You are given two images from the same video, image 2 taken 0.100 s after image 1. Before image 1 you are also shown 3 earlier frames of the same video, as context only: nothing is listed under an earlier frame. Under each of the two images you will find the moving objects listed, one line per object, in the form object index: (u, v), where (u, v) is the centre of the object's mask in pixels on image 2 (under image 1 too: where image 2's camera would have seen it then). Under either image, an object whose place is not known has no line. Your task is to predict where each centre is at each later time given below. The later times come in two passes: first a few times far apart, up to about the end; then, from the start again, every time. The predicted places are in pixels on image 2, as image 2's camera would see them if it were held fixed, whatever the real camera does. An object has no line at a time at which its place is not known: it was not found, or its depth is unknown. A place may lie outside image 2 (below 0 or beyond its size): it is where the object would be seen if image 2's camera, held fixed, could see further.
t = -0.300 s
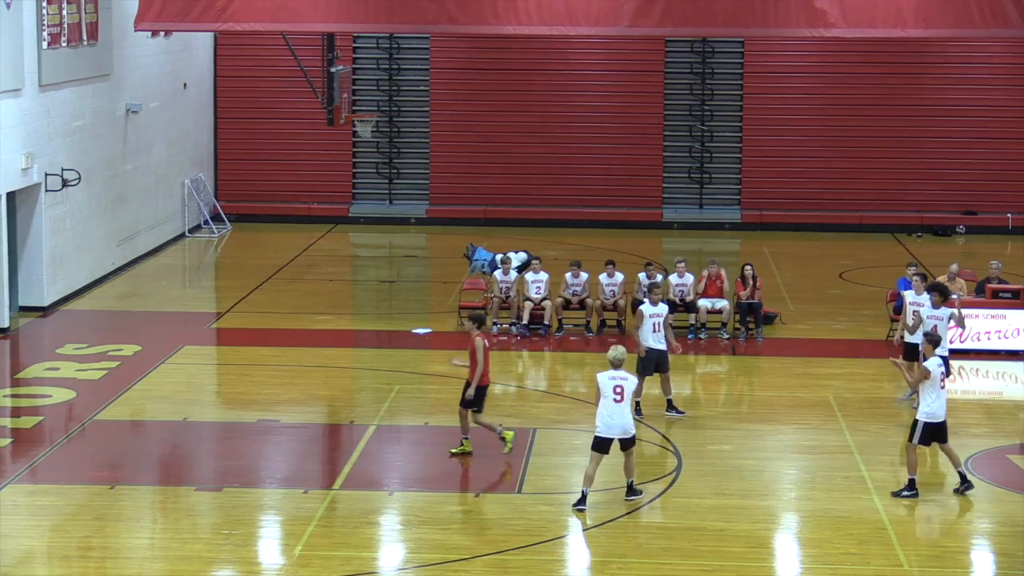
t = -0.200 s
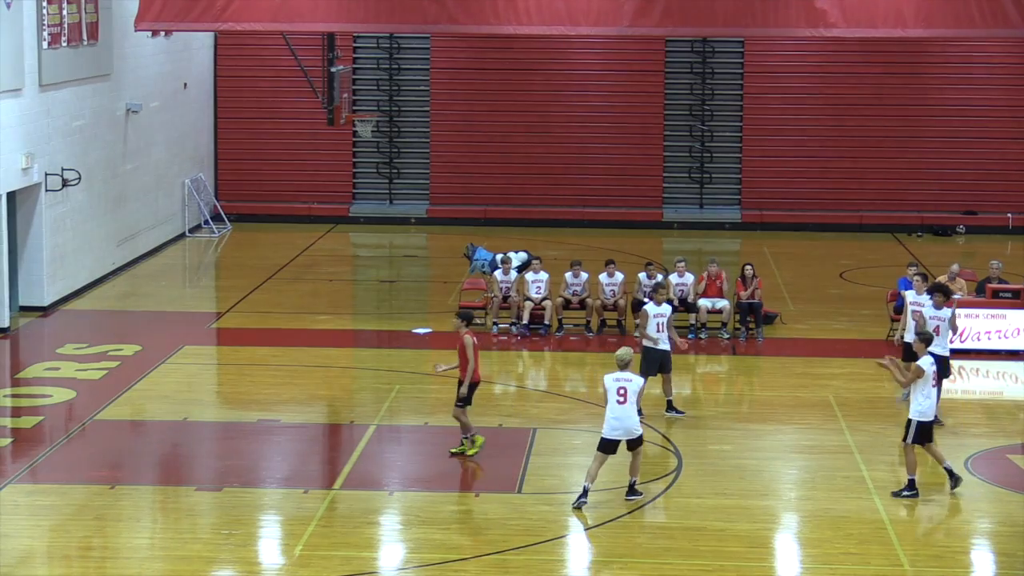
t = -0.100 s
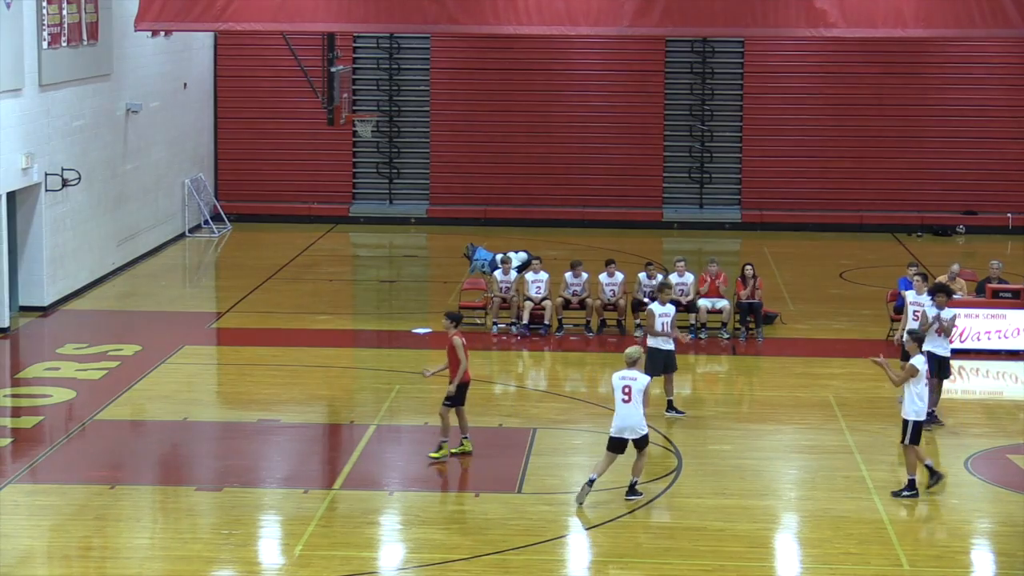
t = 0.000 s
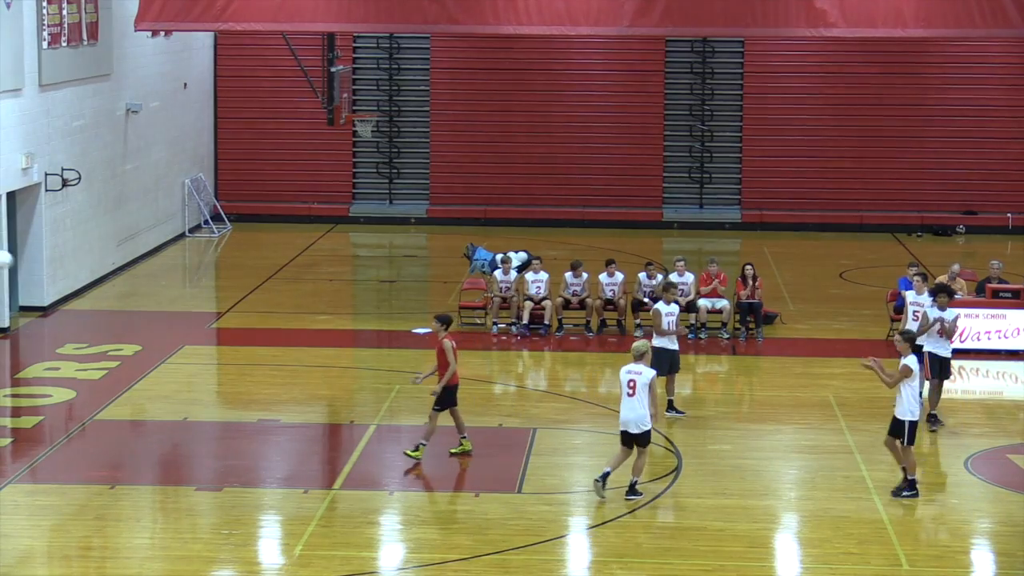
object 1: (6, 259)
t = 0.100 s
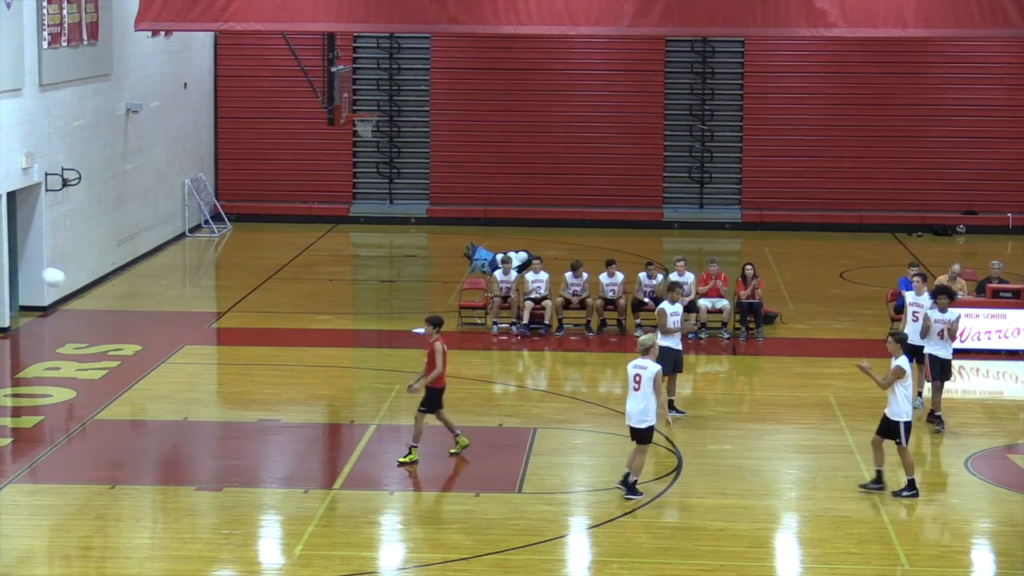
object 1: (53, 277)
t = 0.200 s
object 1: (105, 303)
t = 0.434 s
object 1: (223, 393)
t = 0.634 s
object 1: (312, 471)
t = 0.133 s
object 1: (71, 285)
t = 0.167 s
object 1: (88, 293)
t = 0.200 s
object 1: (105, 303)
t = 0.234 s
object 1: (122, 314)
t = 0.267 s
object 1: (139, 325)
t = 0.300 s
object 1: (156, 337)
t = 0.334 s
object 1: (172, 349)
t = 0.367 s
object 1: (189, 363)
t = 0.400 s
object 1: (206, 378)
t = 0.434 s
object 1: (223, 393)
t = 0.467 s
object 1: (240, 409)
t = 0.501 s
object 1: (256, 427)
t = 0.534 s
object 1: (272, 445)
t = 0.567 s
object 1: (289, 464)
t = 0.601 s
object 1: (305, 483)
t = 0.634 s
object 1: (312, 471)
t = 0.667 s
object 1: (319, 458)
